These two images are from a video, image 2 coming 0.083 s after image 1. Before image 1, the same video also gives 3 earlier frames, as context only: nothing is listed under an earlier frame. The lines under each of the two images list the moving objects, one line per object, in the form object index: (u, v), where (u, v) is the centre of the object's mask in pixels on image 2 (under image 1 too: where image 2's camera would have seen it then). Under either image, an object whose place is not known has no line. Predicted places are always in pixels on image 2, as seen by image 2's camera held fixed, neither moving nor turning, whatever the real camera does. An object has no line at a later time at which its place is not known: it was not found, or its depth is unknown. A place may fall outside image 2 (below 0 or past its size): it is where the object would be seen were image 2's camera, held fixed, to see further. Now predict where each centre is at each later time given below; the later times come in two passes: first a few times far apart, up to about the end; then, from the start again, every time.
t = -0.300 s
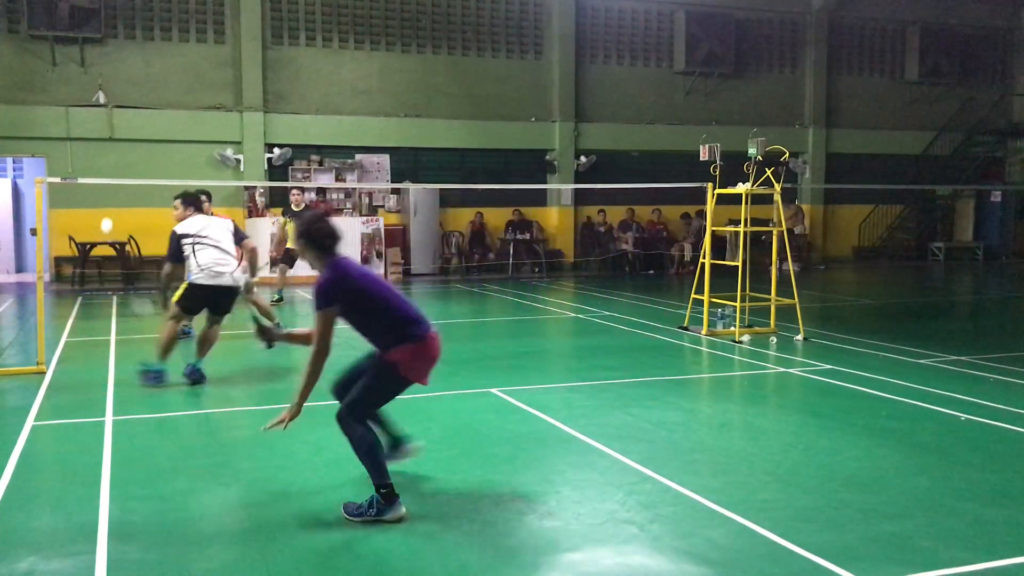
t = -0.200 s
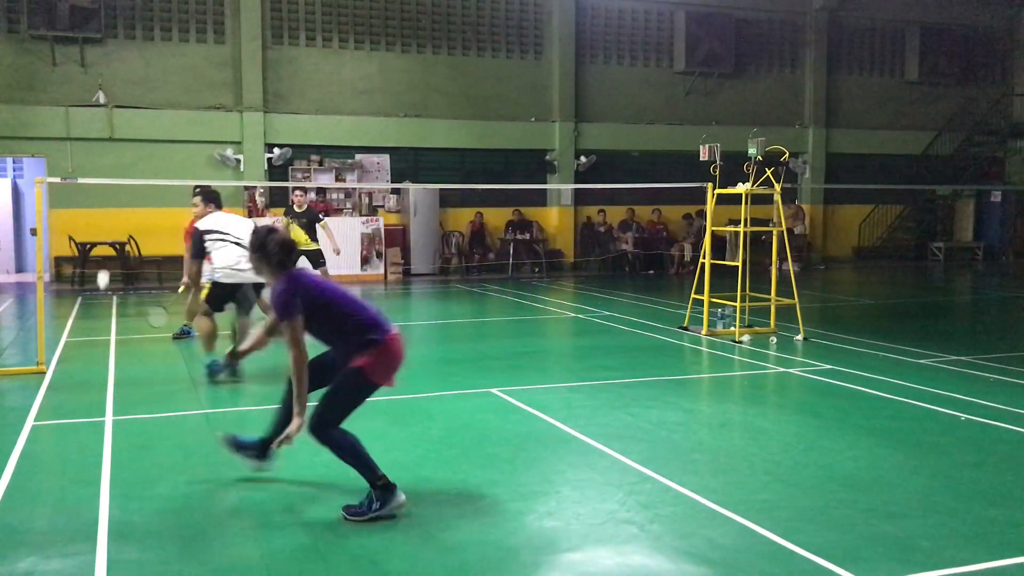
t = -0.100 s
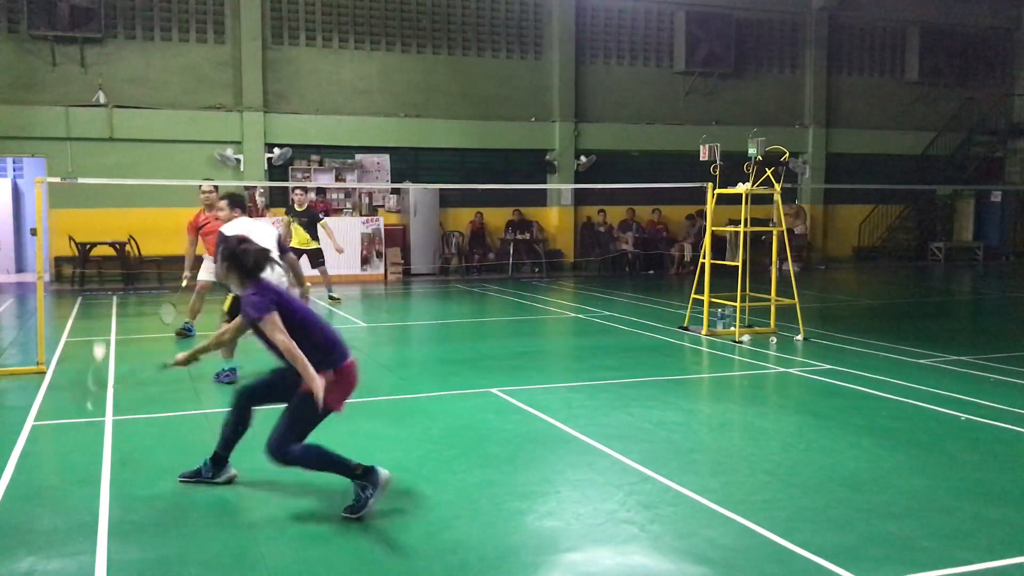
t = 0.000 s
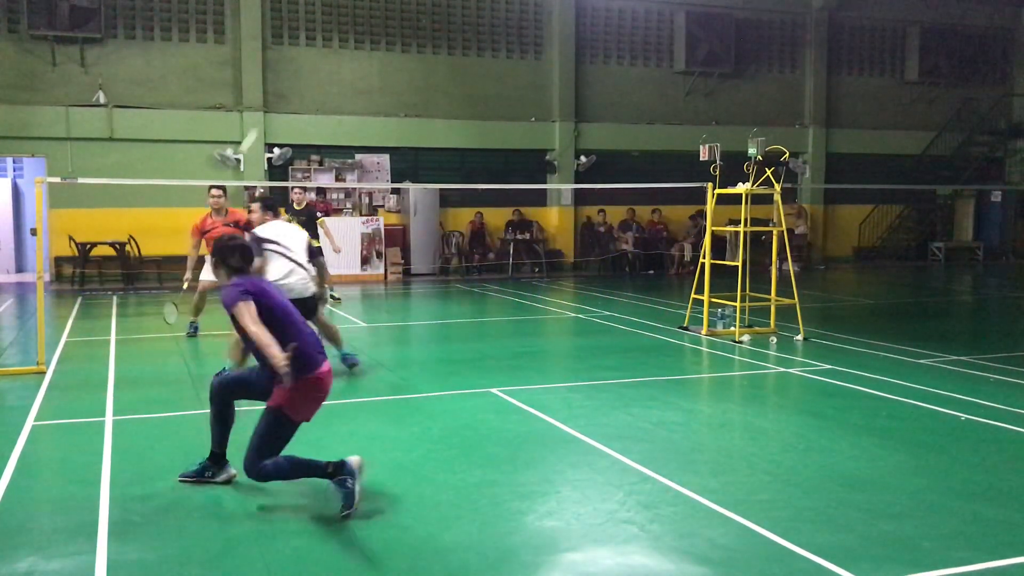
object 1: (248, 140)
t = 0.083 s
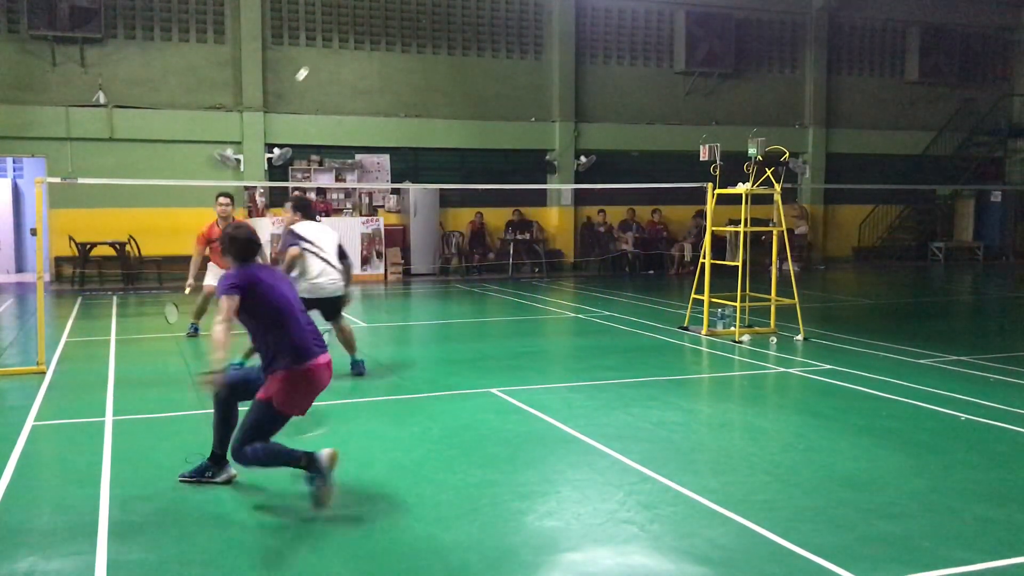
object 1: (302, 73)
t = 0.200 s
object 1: (341, 33)
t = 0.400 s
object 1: (377, 19)
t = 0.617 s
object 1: (400, 40)
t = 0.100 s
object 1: (309, 65)
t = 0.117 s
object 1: (316, 58)
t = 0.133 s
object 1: (321, 51)
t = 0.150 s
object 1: (327, 46)
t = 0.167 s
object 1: (332, 41)
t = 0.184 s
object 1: (336, 37)
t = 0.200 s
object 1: (341, 33)
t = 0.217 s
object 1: (345, 29)
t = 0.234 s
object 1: (348, 27)
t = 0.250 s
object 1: (352, 25)
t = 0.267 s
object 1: (355, 23)
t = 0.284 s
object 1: (359, 21)
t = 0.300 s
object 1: (362, 20)
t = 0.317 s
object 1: (365, 19)
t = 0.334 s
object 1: (367, 18)
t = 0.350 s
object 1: (369, 18)
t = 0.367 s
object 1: (372, 18)
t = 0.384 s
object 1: (374, 18)
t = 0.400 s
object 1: (377, 19)
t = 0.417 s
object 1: (379, 19)
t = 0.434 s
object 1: (381, 20)
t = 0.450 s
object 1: (383, 21)
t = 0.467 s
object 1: (385, 22)
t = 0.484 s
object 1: (387, 24)
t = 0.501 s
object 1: (389, 25)
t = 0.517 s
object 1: (391, 27)
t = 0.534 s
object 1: (392, 29)
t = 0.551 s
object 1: (394, 31)
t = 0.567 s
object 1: (396, 33)
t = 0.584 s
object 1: (397, 35)
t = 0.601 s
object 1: (399, 38)
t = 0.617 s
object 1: (400, 40)
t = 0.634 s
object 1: (402, 43)
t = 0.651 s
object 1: (403, 47)
